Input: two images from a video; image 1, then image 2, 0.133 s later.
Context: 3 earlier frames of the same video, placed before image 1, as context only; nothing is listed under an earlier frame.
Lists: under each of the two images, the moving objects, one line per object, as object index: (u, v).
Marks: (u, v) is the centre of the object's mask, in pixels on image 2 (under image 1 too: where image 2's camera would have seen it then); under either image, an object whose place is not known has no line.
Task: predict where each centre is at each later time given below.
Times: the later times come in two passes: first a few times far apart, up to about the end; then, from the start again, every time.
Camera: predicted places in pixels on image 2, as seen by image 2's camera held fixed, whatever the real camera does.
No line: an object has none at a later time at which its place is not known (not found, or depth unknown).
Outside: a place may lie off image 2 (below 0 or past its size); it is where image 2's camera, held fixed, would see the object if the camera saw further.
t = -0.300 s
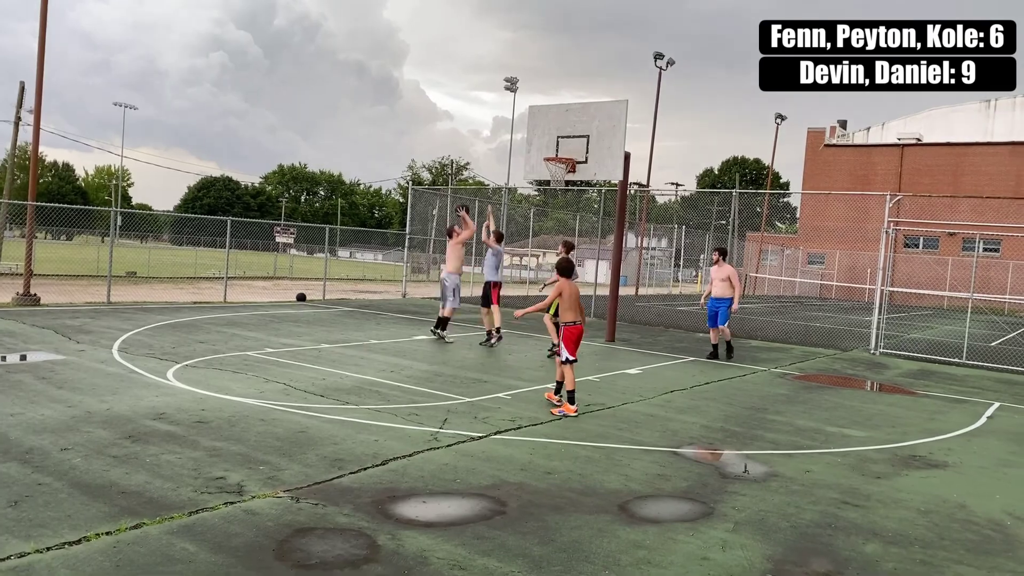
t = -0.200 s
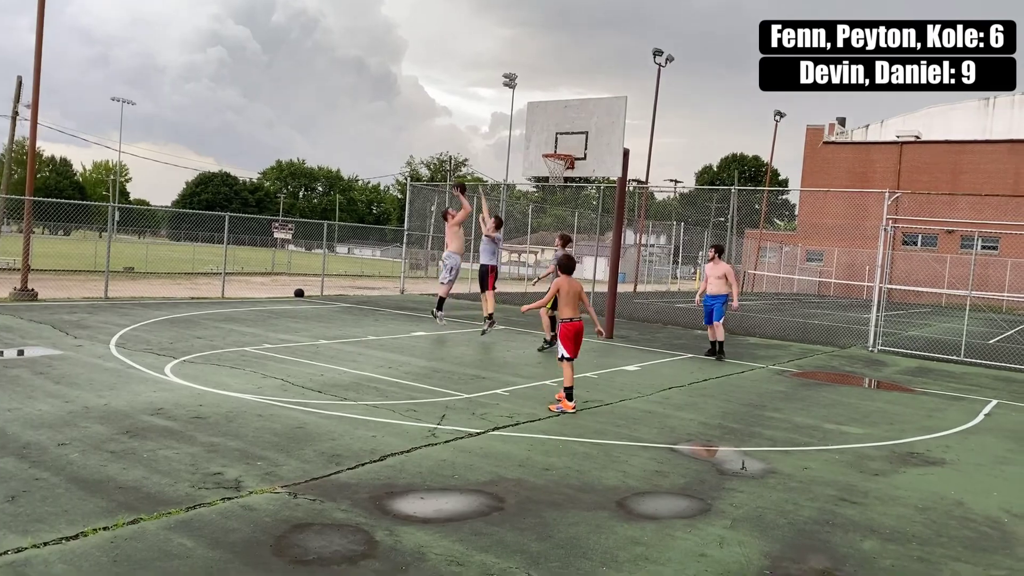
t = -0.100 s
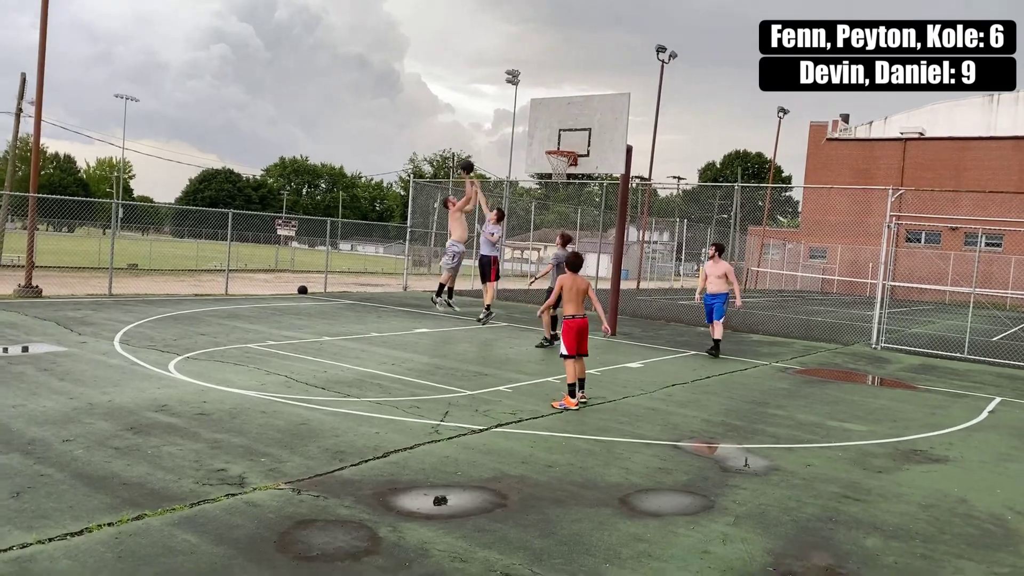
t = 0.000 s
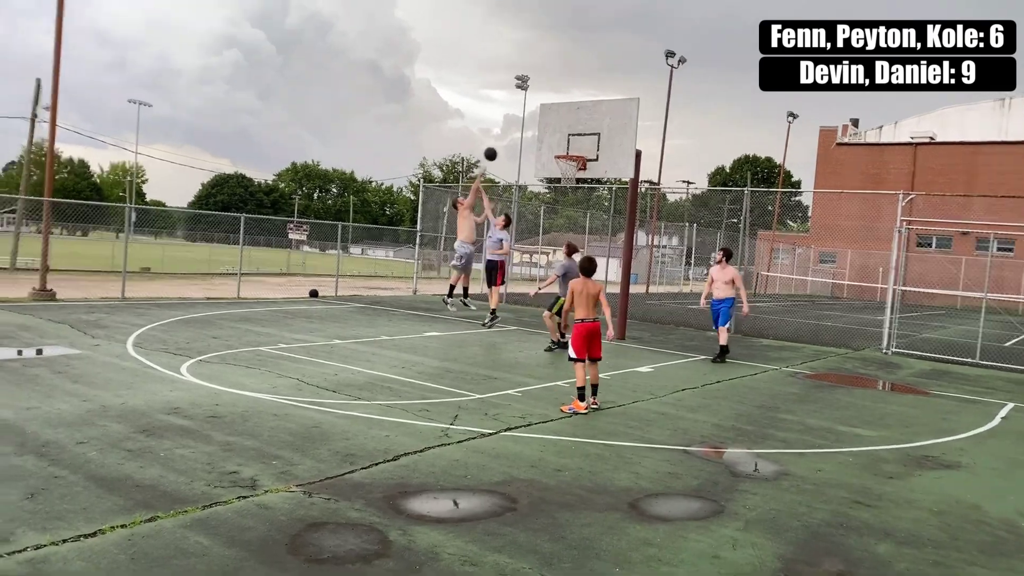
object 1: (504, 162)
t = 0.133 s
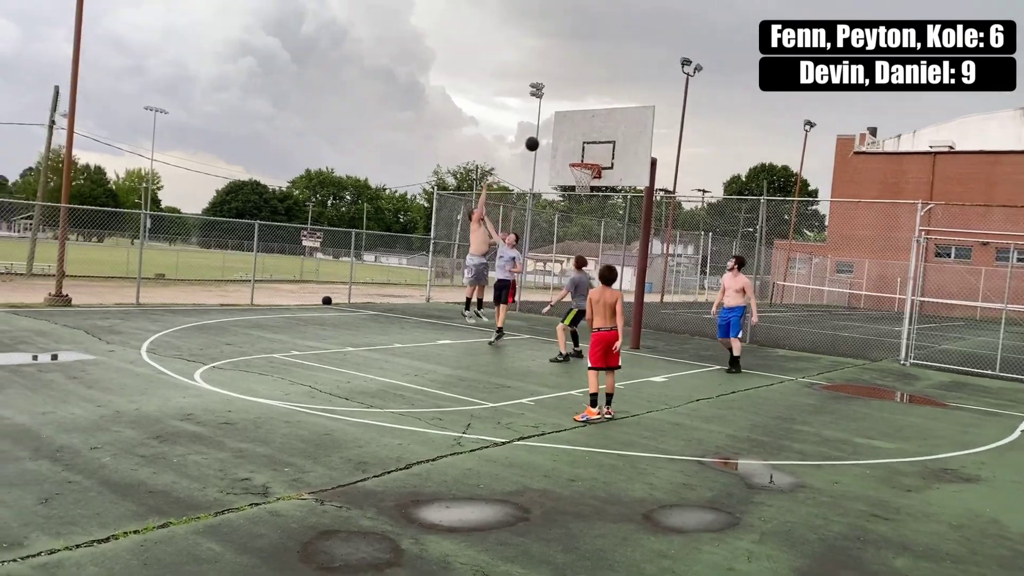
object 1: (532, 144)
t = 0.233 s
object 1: (552, 137)
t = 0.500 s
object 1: (586, 147)
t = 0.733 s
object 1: (576, 176)
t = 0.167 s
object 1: (539, 141)
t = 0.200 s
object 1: (545, 139)
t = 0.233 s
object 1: (552, 137)
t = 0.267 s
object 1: (558, 136)
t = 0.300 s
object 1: (565, 136)
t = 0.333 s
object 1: (571, 137)
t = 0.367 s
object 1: (578, 138)
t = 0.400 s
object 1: (583, 140)
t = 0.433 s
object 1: (584, 141)
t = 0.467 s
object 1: (585, 144)
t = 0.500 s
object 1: (586, 147)
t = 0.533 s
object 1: (587, 151)
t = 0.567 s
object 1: (588, 155)
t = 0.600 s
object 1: (589, 158)
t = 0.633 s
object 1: (588, 166)
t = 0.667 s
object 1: (583, 170)
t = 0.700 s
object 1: (579, 174)
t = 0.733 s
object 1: (576, 176)
